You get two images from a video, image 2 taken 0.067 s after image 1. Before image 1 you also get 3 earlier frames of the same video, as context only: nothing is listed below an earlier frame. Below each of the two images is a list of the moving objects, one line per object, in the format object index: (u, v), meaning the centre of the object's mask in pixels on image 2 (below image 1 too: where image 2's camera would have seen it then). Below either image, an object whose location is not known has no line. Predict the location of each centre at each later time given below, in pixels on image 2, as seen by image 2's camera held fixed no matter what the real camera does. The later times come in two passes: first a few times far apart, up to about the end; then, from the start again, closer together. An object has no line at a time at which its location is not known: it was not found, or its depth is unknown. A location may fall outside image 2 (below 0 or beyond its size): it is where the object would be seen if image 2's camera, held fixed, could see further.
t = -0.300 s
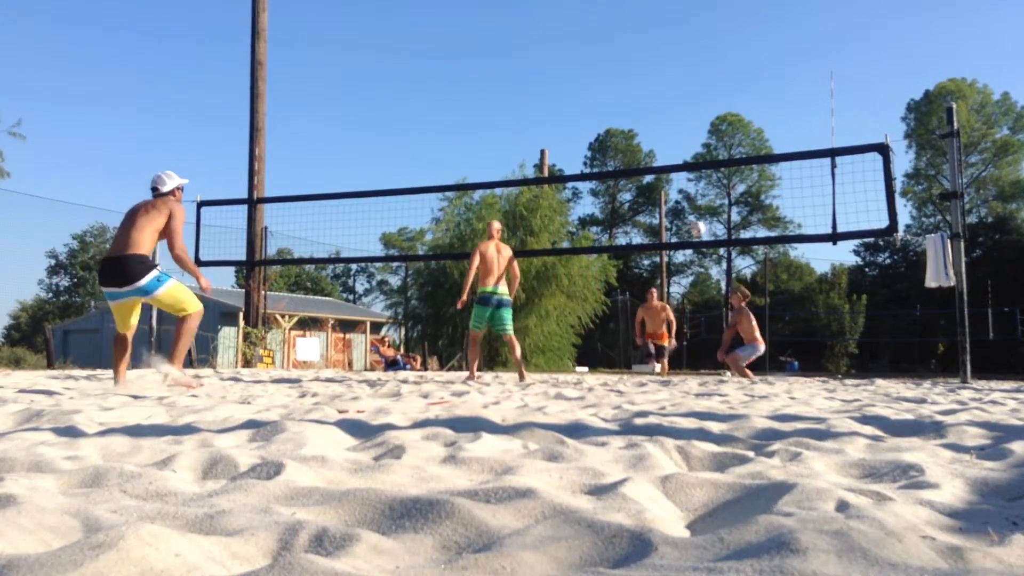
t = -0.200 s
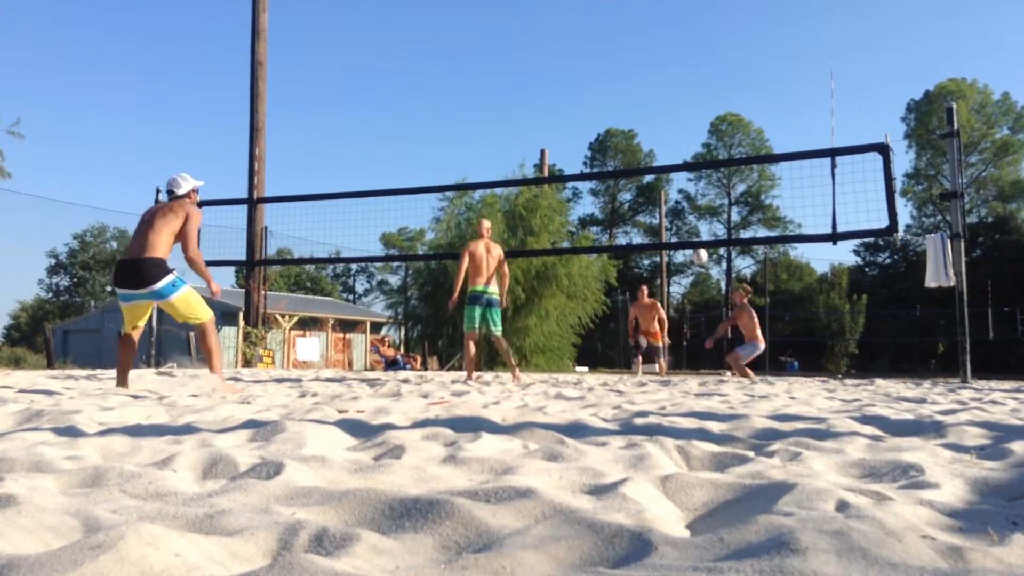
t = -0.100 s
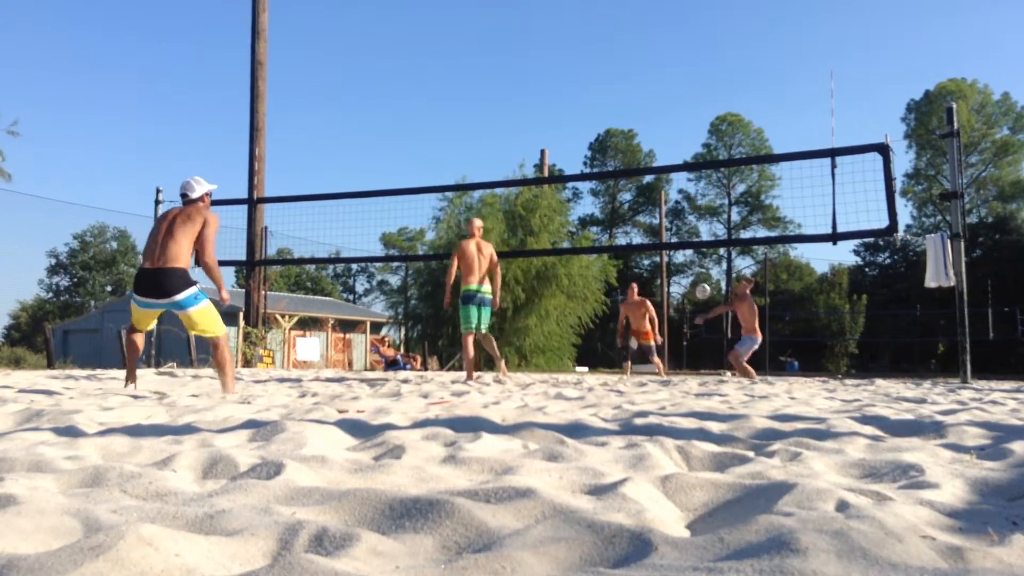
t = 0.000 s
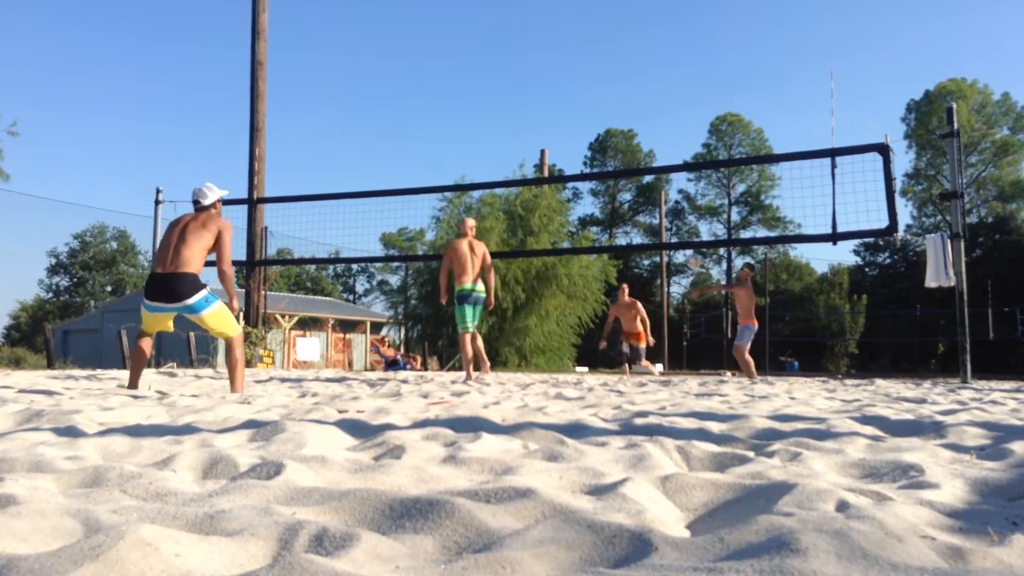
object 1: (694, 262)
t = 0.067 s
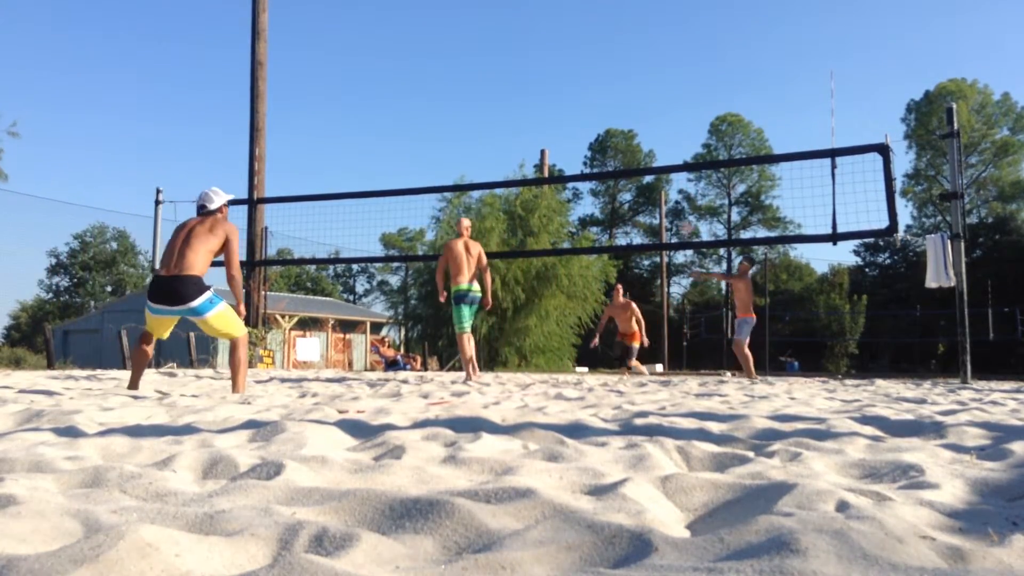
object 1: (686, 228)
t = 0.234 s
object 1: (668, 151)
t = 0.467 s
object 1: (644, 77)
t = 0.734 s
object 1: (616, 38)
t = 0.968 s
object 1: (592, 42)
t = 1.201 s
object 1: (567, 84)
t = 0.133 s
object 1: (678, 194)
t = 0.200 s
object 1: (671, 162)
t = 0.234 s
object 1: (668, 151)
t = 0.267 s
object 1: (665, 138)
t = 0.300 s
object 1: (661, 126)
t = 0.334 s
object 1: (658, 114)
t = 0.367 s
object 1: (654, 105)
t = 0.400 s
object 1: (651, 95)
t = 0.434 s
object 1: (648, 86)
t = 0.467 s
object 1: (644, 77)
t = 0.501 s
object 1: (640, 70)
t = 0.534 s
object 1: (637, 63)
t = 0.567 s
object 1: (633, 58)
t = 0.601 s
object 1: (630, 52)
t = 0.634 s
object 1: (626, 47)
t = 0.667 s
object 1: (623, 44)
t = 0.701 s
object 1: (619, 41)
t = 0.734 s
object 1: (616, 38)
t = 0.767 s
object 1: (612, 37)
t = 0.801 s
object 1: (609, 36)
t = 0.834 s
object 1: (605, 35)
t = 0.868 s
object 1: (602, 36)
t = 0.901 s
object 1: (599, 37)
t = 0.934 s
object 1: (595, 40)
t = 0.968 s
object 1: (592, 42)
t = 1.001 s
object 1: (589, 45)
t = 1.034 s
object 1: (585, 50)
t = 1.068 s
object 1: (581, 56)
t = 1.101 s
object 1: (578, 62)
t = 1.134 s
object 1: (575, 68)
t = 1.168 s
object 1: (571, 76)
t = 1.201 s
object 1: (567, 84)
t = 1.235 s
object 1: (564, 94)
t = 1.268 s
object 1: (560, 103)
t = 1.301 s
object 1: (557, 113)
